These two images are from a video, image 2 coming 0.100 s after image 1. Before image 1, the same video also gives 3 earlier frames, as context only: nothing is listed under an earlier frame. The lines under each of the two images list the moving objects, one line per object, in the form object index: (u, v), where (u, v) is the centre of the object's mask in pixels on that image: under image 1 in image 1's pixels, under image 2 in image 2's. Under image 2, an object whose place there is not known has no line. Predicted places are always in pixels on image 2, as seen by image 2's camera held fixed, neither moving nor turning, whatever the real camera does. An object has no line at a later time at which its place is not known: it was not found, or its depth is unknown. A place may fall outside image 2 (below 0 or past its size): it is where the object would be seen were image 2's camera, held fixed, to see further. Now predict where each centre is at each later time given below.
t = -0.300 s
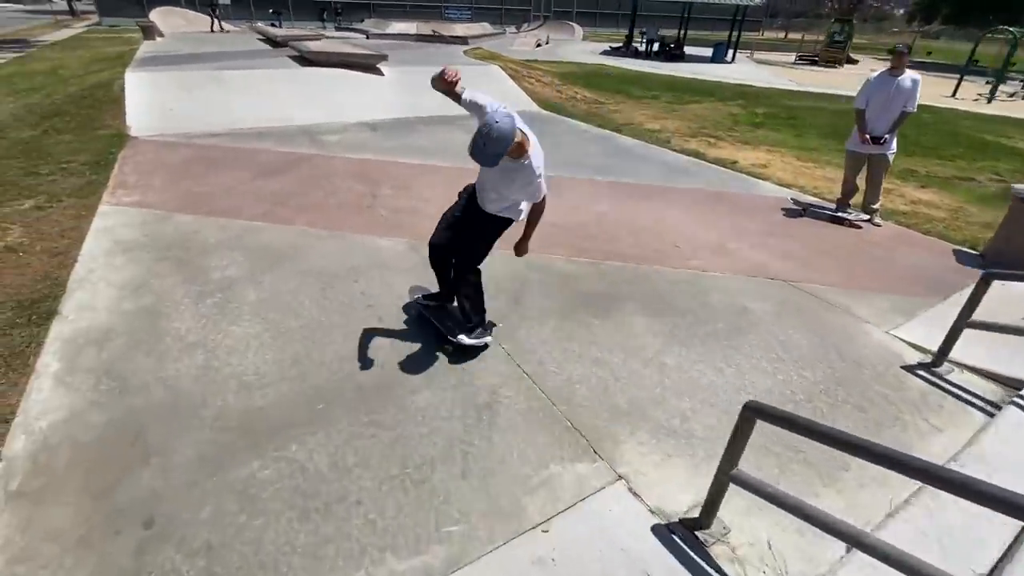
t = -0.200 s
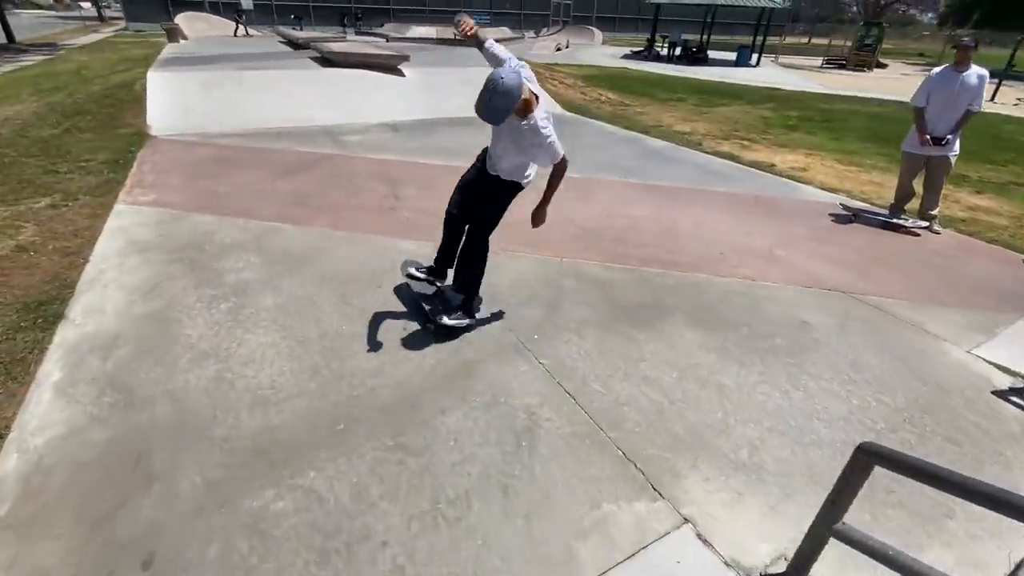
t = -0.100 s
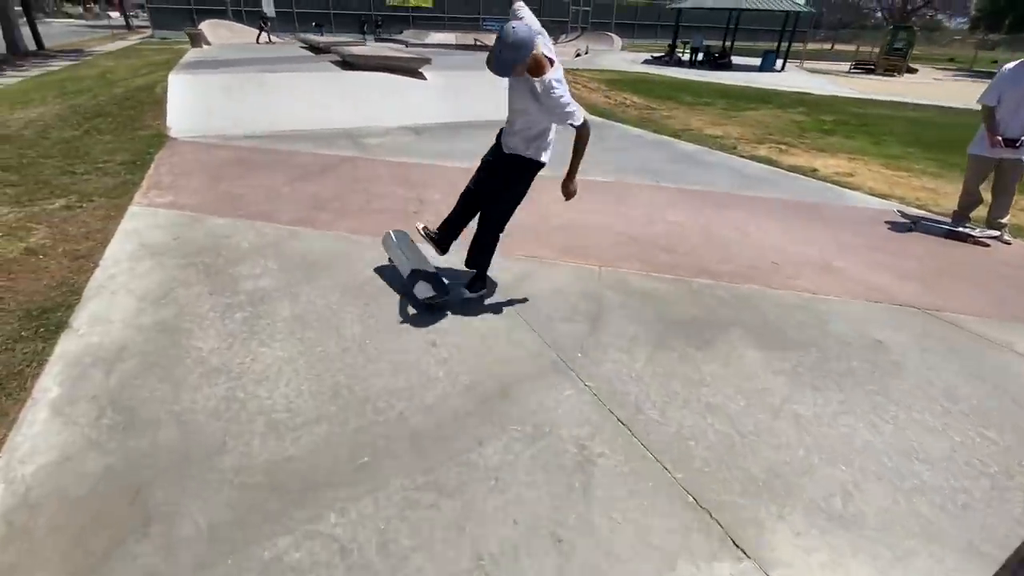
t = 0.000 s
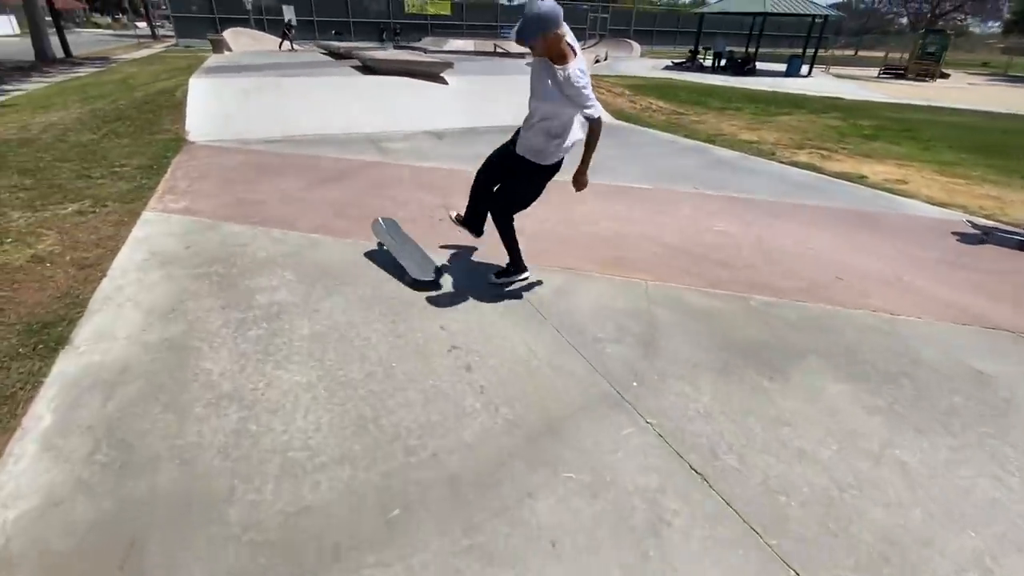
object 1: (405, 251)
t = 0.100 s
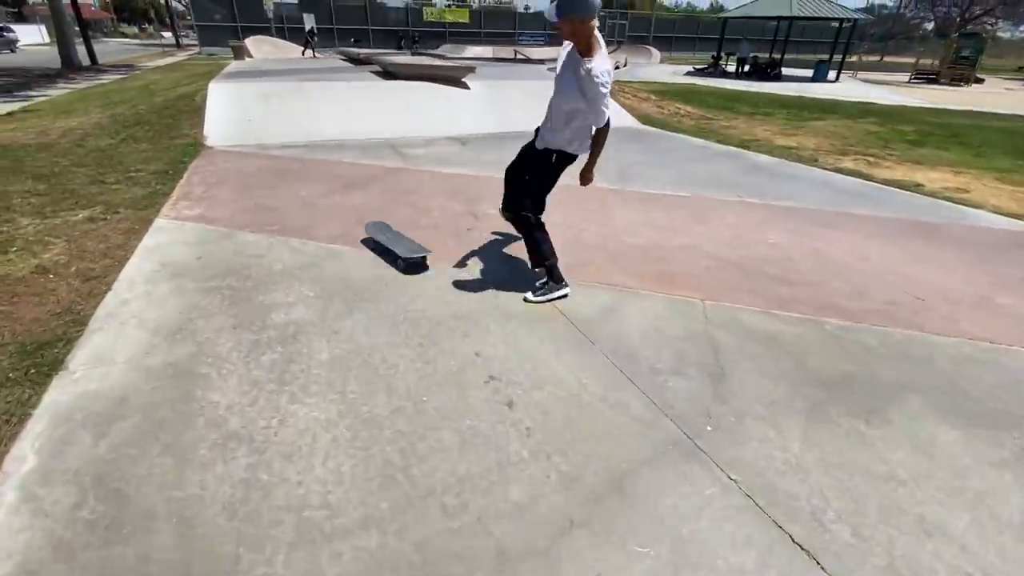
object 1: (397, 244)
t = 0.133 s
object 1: (386, 236)
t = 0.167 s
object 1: (374, 227)
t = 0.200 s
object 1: (364, 221)
